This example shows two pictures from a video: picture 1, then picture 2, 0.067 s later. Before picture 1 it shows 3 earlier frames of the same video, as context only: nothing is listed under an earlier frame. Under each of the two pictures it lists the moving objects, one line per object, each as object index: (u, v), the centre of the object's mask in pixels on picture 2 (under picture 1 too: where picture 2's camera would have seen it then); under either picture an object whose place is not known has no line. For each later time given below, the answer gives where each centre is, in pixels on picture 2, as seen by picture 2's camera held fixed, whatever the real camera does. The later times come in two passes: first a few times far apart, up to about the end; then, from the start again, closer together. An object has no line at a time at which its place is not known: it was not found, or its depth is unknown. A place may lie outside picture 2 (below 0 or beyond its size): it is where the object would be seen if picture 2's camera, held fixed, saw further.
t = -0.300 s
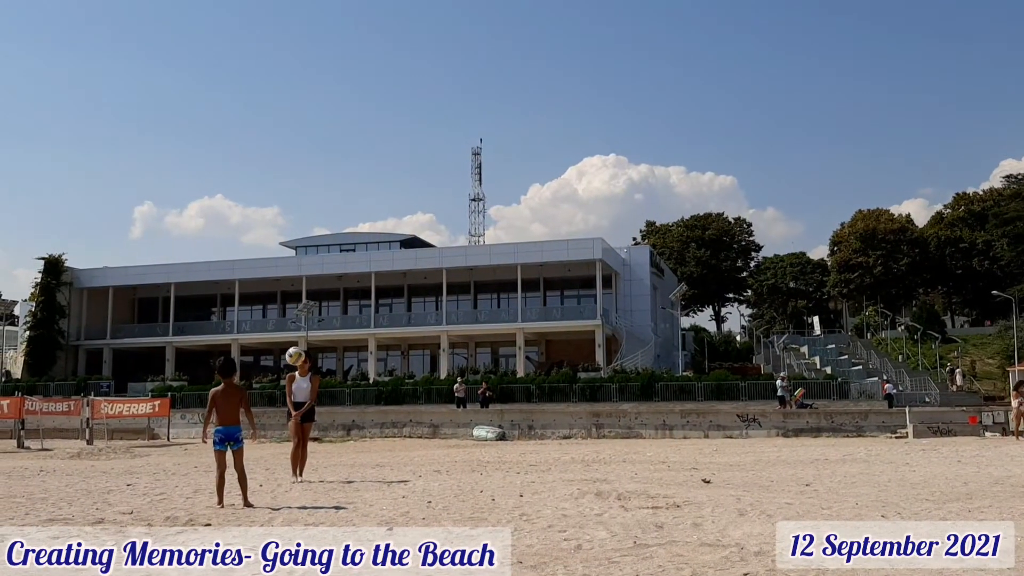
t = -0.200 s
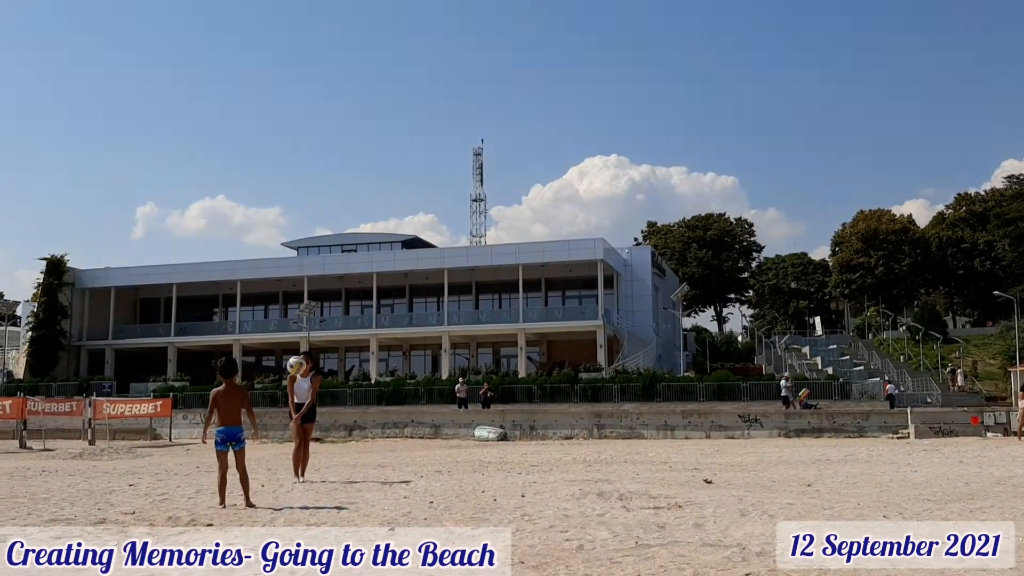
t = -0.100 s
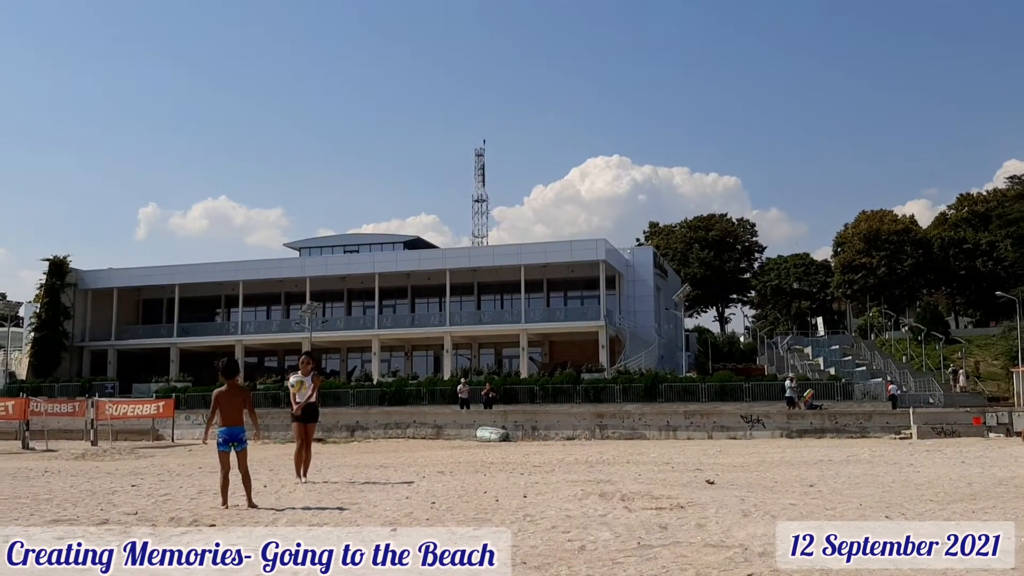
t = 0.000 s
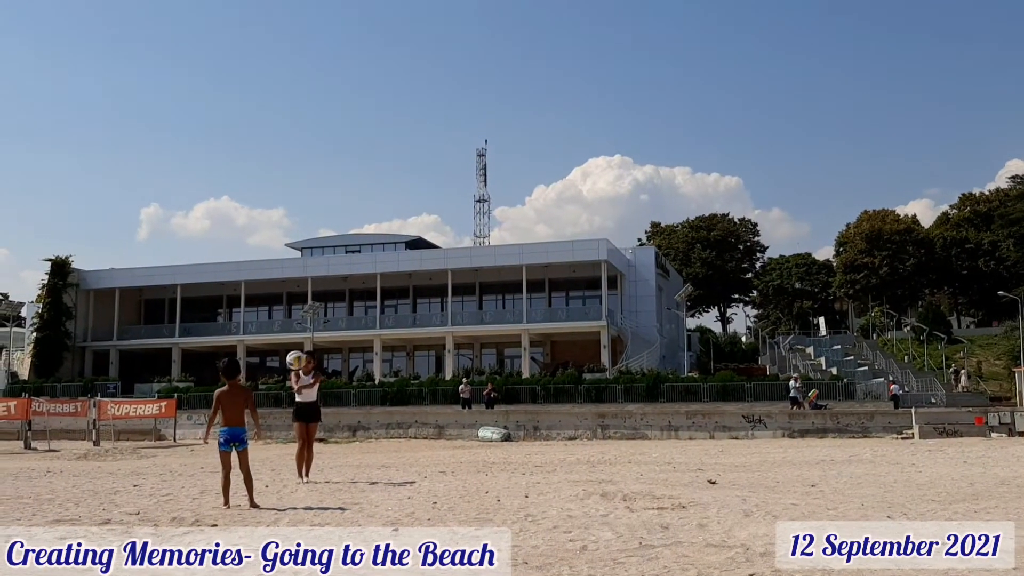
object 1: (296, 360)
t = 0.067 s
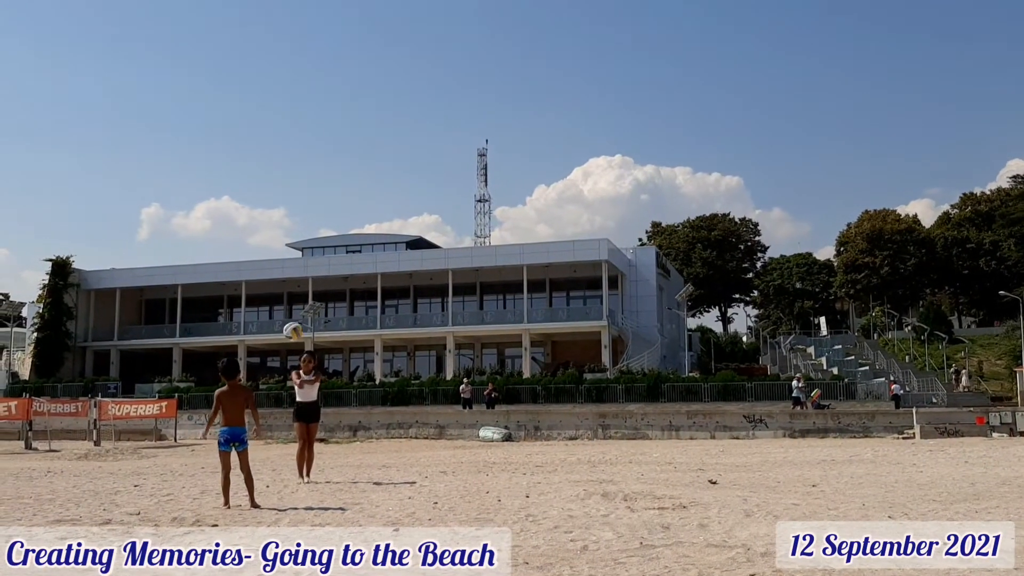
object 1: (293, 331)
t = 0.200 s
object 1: (284, 284)
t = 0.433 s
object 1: (265, 234)
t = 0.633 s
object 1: (244, 231)
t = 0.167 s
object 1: (286, 294)
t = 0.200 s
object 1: (284, 284)
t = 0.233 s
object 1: (282, 274)
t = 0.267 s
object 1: (279, 265)
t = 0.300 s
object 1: (277, 257)
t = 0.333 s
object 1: (274, 250)
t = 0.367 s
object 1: (271, 243)
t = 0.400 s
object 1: (268, 238)
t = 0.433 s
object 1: (265, 234)
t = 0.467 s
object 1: (261, 231)
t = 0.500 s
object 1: (258, 229)
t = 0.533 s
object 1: (254, 228)
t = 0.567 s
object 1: (251, 228)
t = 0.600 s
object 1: (248, 229)
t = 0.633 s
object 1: (244, 231)
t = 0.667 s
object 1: (240, 235)
